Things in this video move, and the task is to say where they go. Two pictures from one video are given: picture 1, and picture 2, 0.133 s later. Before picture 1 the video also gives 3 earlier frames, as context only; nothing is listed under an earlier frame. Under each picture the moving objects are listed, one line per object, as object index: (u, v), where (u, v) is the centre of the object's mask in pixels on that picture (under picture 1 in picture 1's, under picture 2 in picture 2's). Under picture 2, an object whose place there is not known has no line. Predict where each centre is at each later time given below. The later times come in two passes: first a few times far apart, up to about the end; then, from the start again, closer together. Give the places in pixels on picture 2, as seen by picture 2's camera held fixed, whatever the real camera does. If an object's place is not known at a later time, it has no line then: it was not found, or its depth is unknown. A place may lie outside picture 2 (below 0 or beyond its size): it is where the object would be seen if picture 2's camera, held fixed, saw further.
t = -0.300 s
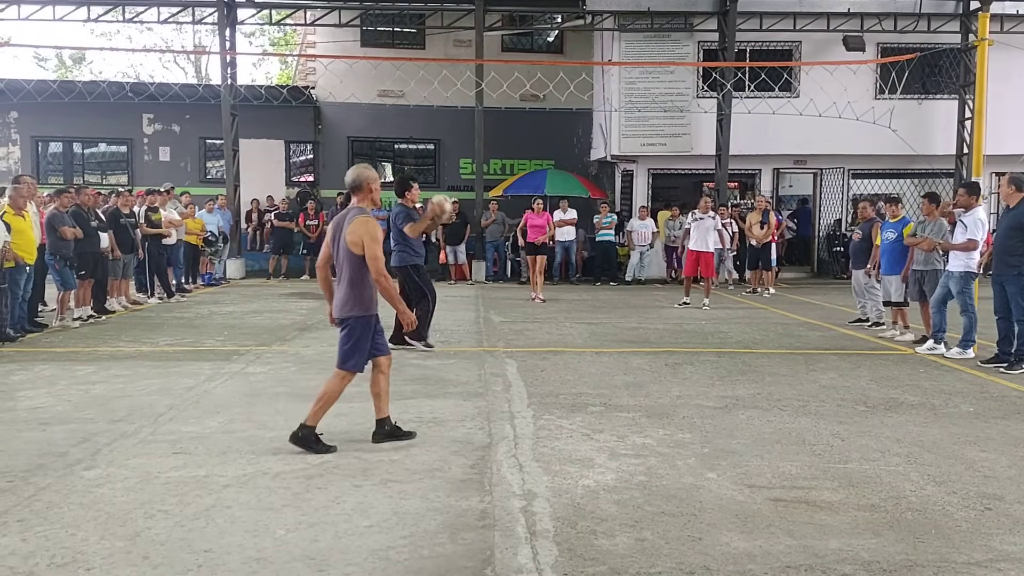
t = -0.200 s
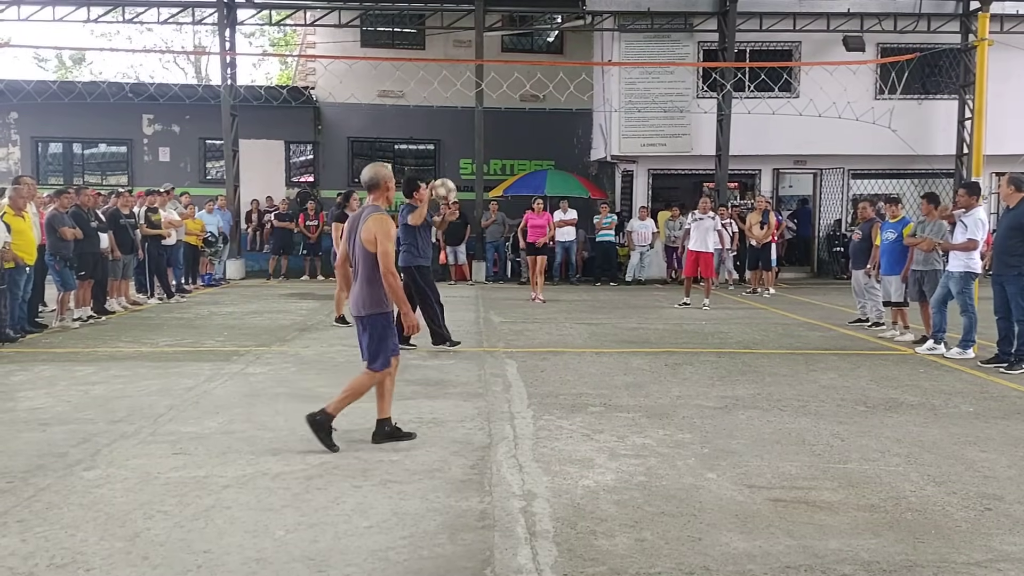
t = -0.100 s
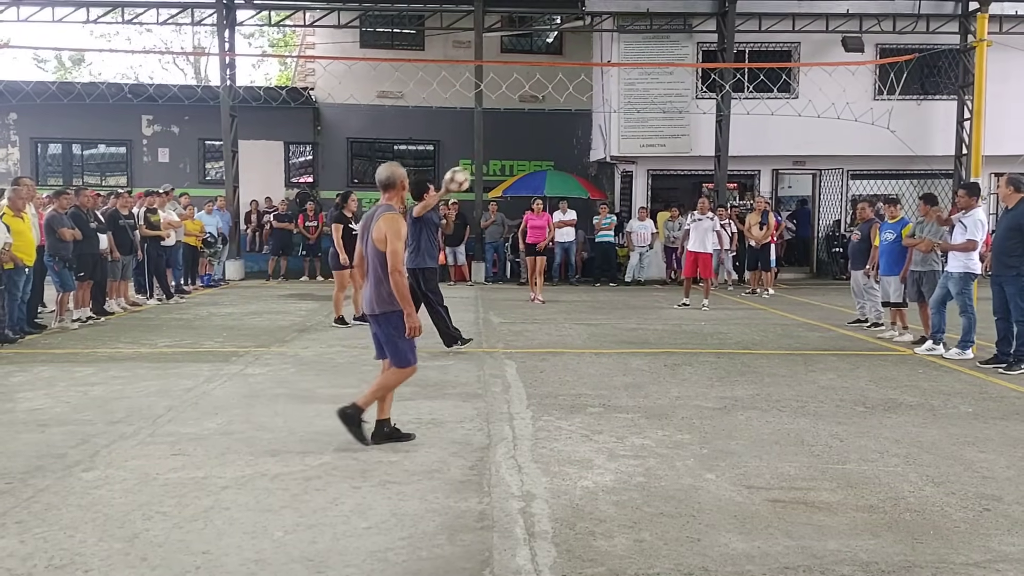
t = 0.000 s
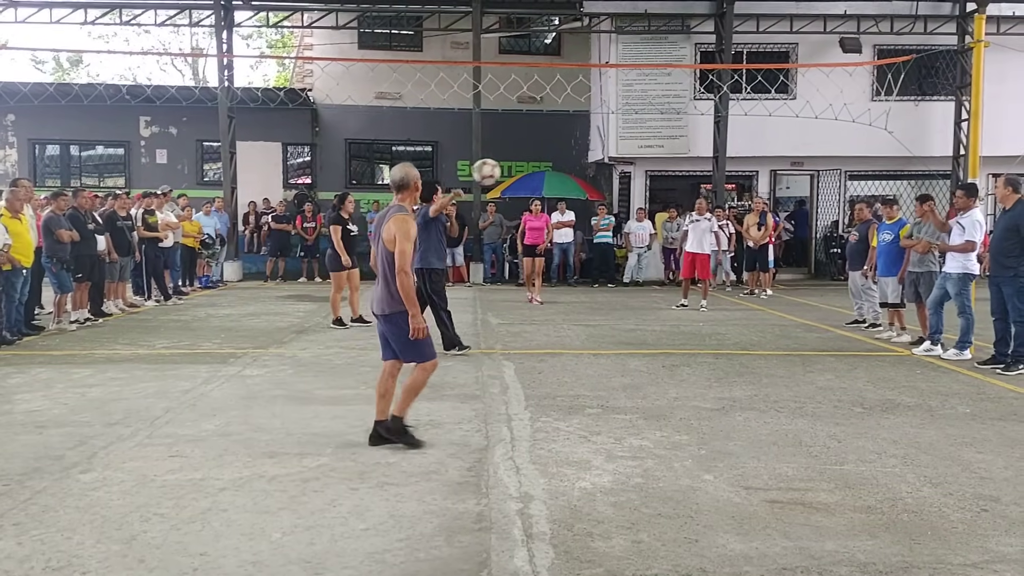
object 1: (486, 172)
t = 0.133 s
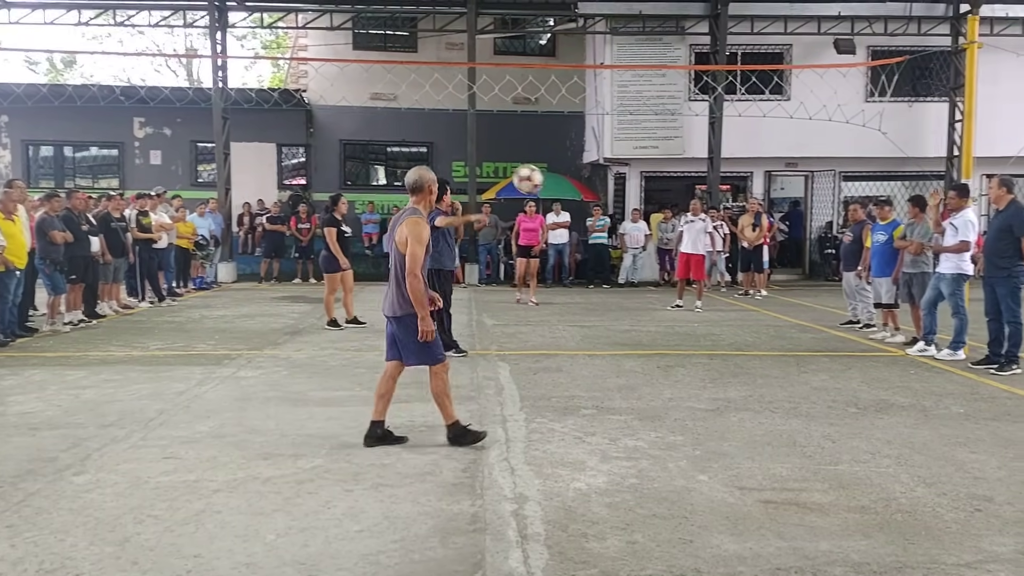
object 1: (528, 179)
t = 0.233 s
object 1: (568, 200)
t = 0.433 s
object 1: (668, 299)
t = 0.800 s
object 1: (867, 325)
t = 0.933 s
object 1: (938, 277)
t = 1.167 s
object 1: (1082, 274)
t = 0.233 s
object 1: (568, 200)
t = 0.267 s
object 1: (583, 211)
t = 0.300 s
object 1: (598, 223)
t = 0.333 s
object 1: (614, 238)
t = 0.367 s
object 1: (630, 254)
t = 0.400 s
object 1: (650, 274)
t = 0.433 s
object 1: (668, 299)
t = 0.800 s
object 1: (867, 325)
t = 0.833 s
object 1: (884, 310)
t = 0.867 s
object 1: (903, 298)
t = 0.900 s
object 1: (921, 287)
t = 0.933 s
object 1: (938, 277)
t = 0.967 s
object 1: (958, 270)
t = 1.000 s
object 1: (979, 264)
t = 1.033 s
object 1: (999, 261)
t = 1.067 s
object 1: (1019, 261)
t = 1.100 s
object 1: (1041, 262)
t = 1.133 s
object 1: (1061, 267)
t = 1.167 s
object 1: (1082, 274)
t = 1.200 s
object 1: (1100, 283)
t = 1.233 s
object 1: (1129, 297)
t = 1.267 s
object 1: (1155, 314)
